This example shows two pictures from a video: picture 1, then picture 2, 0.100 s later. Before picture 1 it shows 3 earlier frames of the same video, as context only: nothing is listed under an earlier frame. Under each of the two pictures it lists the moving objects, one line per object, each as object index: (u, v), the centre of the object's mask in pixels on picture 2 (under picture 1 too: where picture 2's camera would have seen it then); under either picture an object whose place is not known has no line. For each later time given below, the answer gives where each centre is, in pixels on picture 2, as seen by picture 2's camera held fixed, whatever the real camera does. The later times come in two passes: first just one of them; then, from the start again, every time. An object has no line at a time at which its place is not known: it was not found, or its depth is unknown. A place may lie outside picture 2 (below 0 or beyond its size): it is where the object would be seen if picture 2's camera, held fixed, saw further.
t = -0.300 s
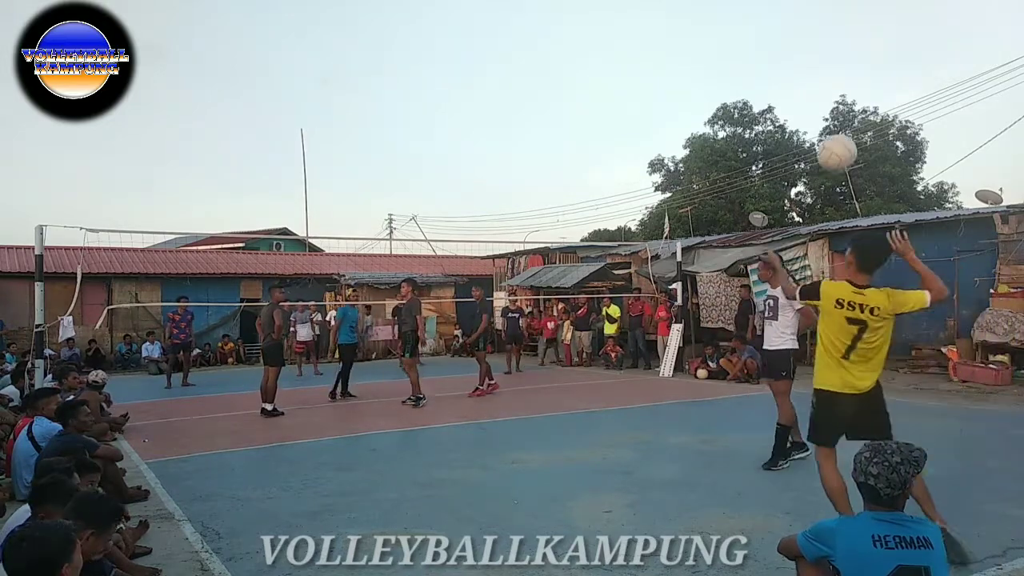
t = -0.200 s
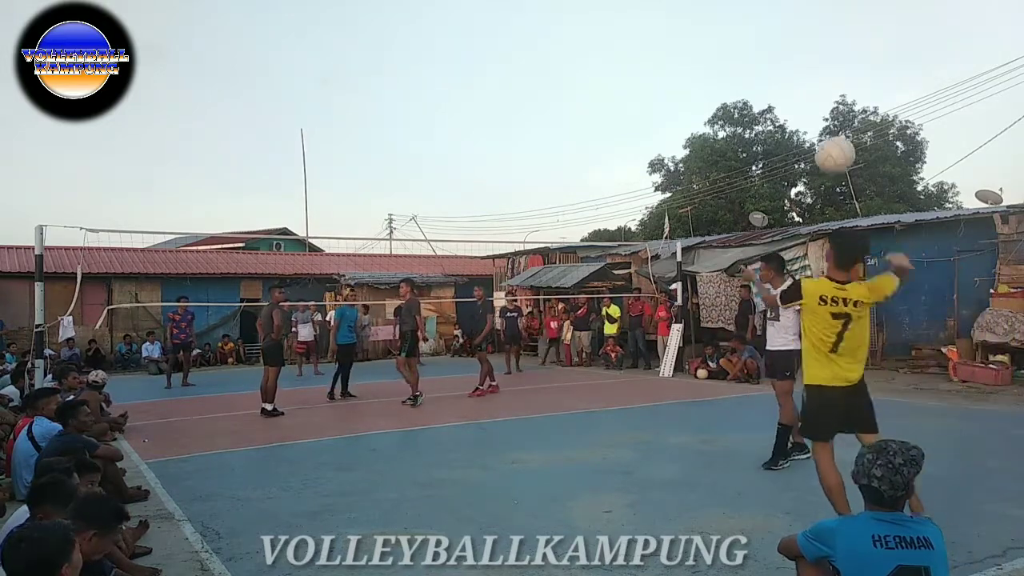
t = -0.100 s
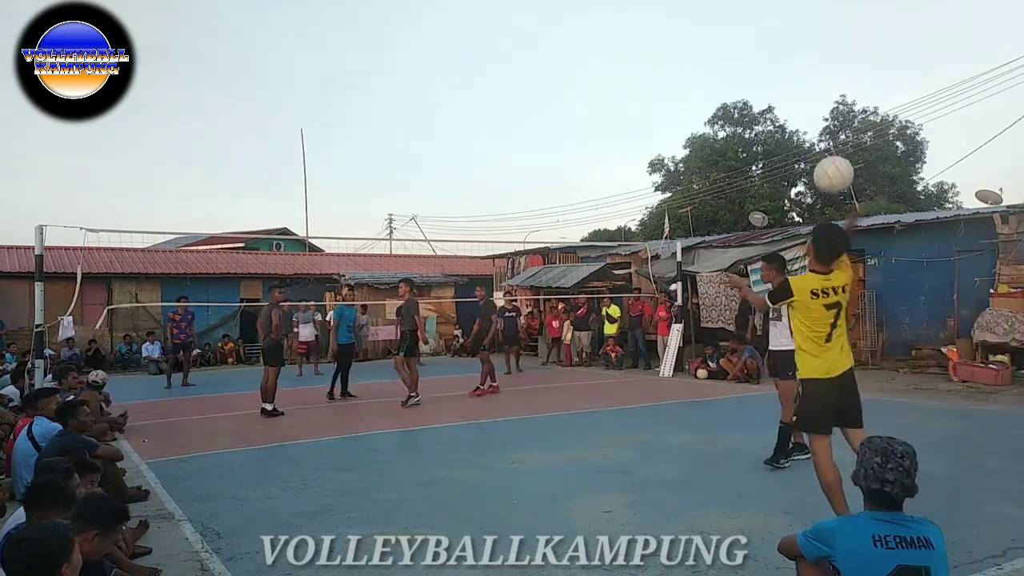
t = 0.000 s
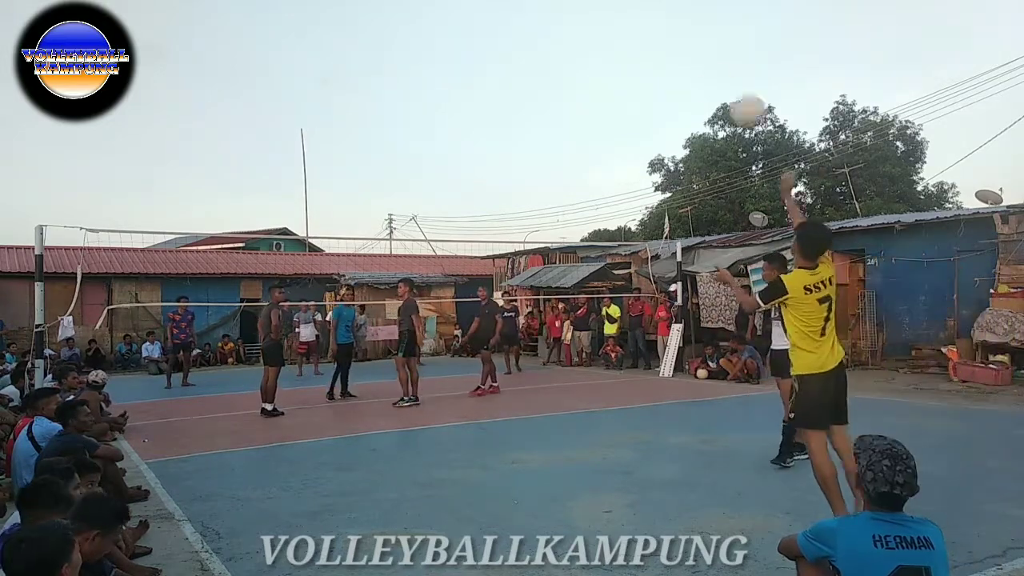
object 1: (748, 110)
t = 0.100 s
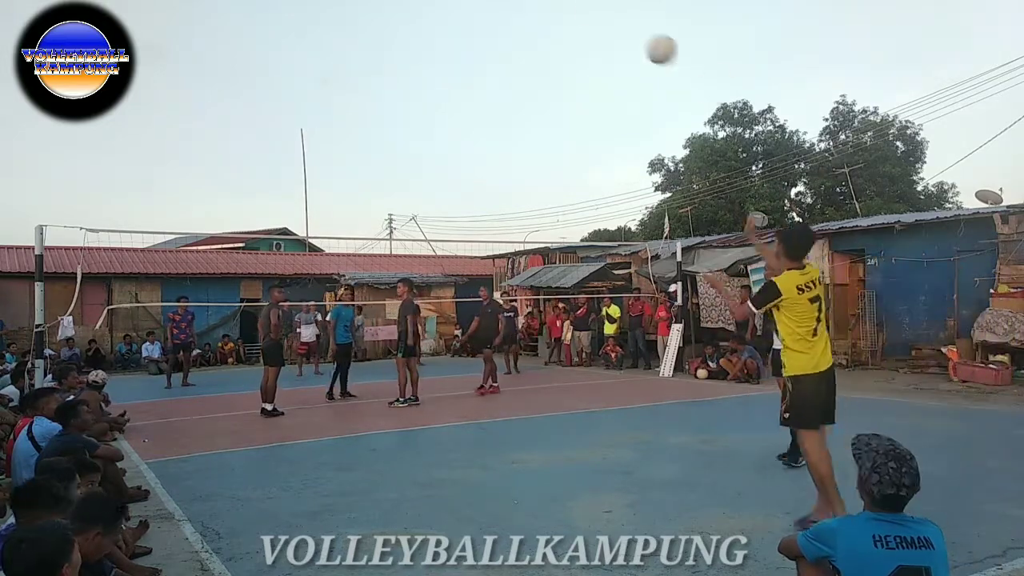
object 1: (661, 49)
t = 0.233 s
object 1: (573, 7)
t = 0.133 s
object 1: (637, 34)
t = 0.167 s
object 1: (614, 22)
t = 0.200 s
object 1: (593, 12)
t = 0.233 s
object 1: (573, 7)
